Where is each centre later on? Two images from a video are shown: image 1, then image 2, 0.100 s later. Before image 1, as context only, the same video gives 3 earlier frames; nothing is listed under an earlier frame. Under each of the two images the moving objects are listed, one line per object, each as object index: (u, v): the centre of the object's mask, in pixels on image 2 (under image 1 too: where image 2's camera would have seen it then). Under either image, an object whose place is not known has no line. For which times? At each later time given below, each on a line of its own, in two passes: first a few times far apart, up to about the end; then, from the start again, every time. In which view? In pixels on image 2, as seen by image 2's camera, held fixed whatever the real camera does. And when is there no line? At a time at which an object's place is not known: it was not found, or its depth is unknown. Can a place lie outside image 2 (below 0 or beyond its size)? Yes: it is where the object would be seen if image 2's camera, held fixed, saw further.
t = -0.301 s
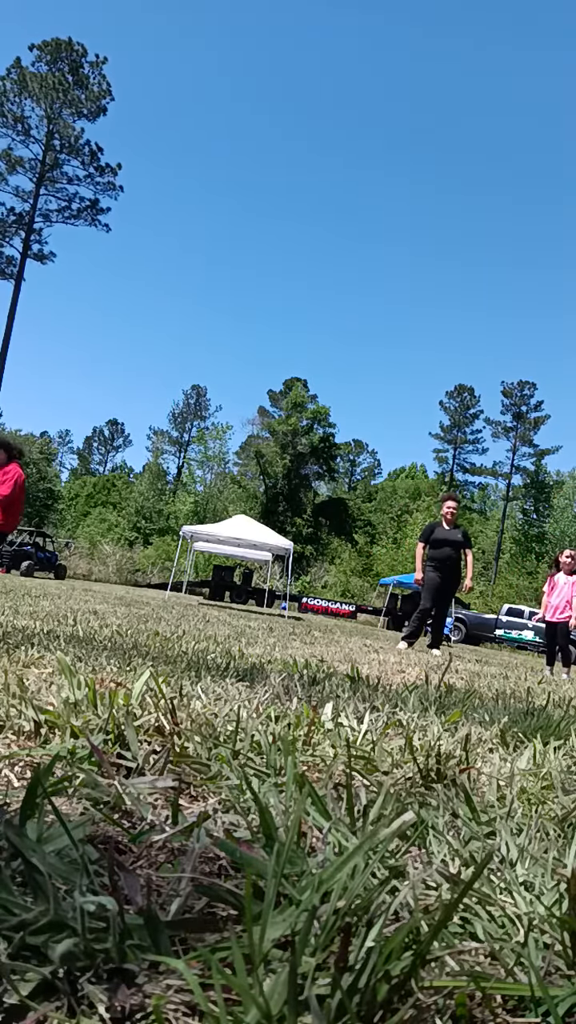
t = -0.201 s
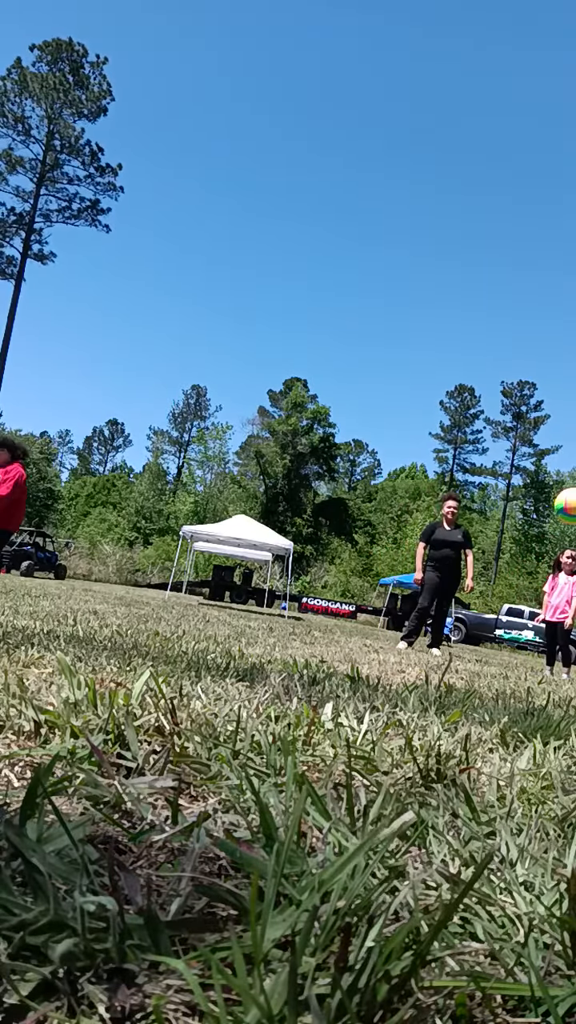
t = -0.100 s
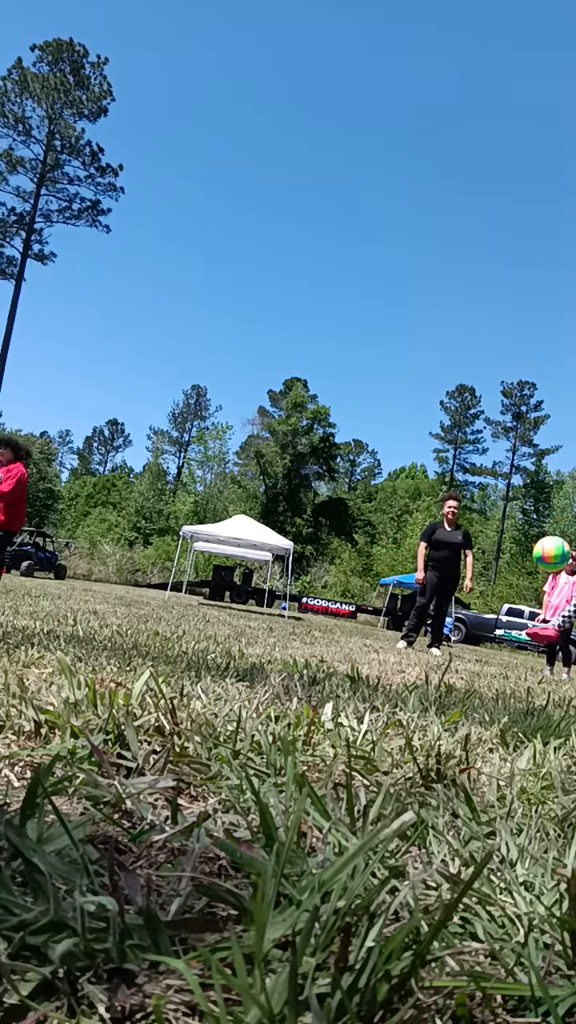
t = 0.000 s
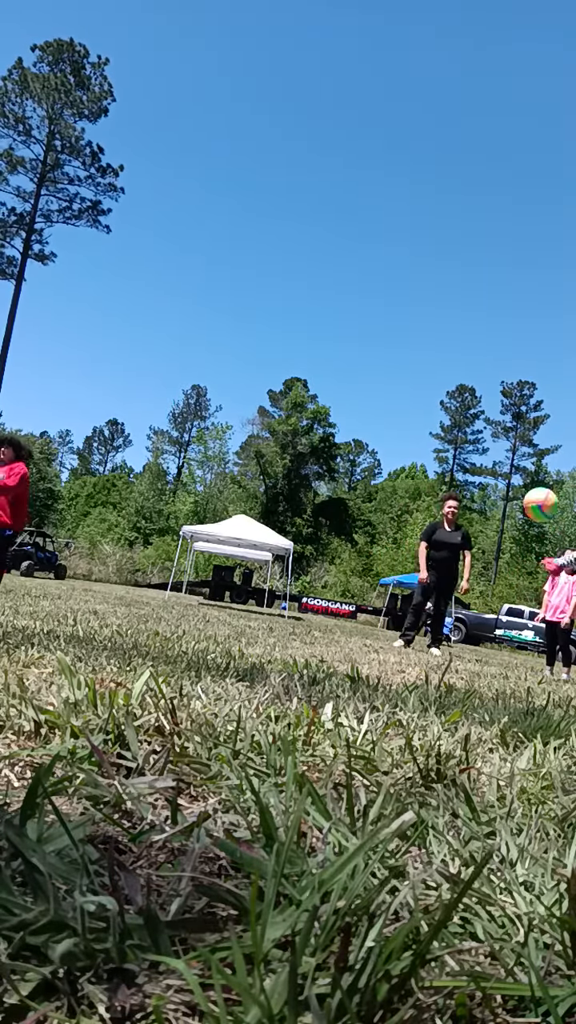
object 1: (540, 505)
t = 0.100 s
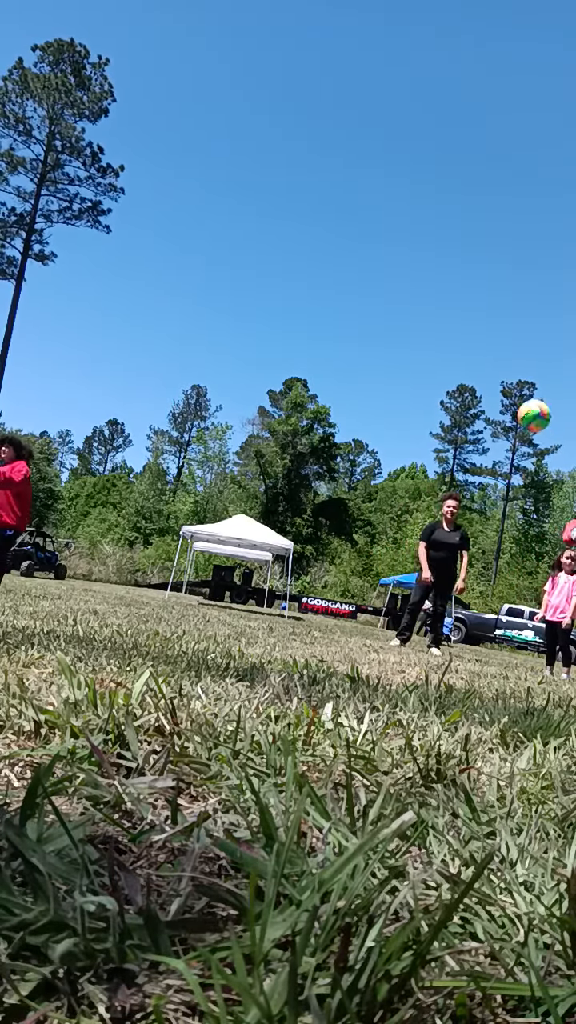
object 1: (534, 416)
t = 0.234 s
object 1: (524, 333)
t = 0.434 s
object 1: (506, 269)
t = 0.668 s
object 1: (482, 262)
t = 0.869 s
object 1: (458, 302)
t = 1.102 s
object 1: (426, 393)
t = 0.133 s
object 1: (531, 392)
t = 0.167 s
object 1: (529, 370)
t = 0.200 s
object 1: (527, 351)
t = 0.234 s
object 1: (524, 333)
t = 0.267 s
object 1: (521, 318)
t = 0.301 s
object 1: (518, 304)
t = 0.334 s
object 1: (516, 293)
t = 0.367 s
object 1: (513, 283)
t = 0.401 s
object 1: (510, 276)
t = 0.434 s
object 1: (506, 269)
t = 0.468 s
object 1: (503, 264)
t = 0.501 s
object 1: (500, 261)
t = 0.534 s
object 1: (497, 258)
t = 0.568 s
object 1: (494, 257)
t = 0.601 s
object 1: (490, 257)
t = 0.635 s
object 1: (486, 259)
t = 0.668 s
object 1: (482, 262)
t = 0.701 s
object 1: (479, 266)
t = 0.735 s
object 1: (475, 271)
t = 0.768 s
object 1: (471, 278)
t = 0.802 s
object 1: (467, 284)
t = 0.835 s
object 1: (462, 292)
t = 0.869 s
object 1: (458, 302)
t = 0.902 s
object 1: (454, 312)
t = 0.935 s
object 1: (449, 323)
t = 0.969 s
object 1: (445, 336)
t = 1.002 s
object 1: (440, 349)
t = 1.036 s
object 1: (436, 363)
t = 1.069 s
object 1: (431, 377)
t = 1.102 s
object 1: (426, 393)
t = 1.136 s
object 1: (421, 410)
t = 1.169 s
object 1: (416, 427)
